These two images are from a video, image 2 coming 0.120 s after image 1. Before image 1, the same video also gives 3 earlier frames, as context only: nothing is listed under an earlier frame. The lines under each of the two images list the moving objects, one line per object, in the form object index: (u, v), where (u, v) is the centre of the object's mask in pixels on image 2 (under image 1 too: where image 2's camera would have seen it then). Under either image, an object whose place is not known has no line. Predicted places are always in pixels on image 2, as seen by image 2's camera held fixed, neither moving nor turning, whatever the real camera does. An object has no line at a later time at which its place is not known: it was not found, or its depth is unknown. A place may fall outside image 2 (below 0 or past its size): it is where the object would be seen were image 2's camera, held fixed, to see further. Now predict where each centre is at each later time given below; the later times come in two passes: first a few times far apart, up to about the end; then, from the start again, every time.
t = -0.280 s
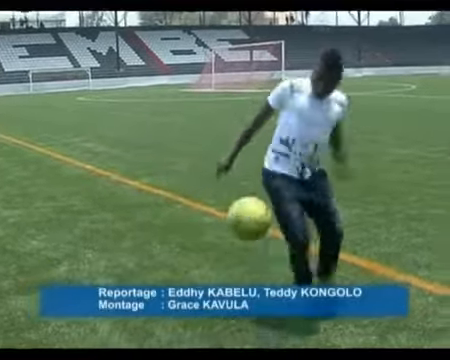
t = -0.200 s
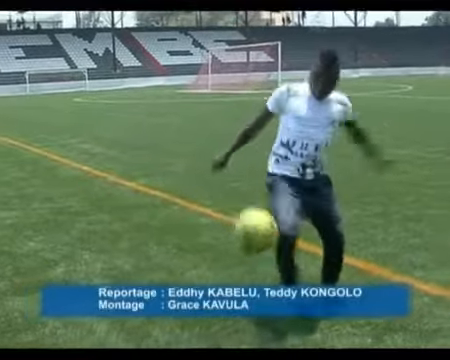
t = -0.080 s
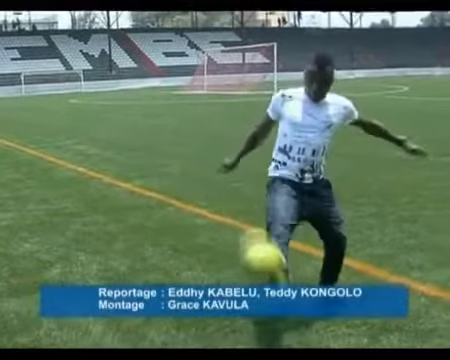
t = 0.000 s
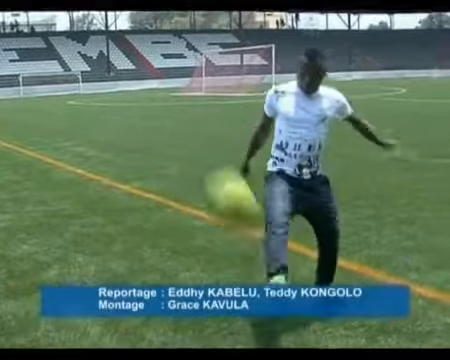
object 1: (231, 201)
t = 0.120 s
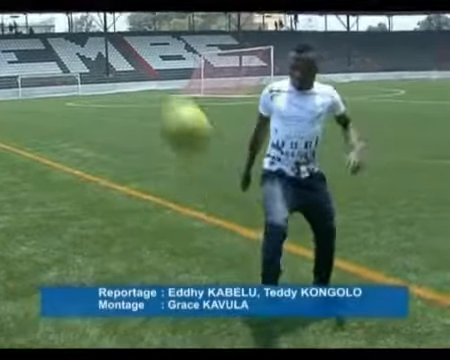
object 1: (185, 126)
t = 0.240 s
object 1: (143, 80)
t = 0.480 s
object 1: (63, 73)
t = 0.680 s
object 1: (6, 154)
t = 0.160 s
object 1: (171, 109)
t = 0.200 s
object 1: (156, 92)
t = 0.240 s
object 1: (143, 80)
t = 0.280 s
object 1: (129, 70)
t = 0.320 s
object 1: (116, 64)
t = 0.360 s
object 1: (100, 62)
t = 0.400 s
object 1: (88, 62)
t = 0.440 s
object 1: (76, 66)
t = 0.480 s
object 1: (63, 73)
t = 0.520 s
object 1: (49, 84)
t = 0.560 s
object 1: (38, 97)
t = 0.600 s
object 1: (27, 112)
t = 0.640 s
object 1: (15, 128)
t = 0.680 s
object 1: (6, 154)
